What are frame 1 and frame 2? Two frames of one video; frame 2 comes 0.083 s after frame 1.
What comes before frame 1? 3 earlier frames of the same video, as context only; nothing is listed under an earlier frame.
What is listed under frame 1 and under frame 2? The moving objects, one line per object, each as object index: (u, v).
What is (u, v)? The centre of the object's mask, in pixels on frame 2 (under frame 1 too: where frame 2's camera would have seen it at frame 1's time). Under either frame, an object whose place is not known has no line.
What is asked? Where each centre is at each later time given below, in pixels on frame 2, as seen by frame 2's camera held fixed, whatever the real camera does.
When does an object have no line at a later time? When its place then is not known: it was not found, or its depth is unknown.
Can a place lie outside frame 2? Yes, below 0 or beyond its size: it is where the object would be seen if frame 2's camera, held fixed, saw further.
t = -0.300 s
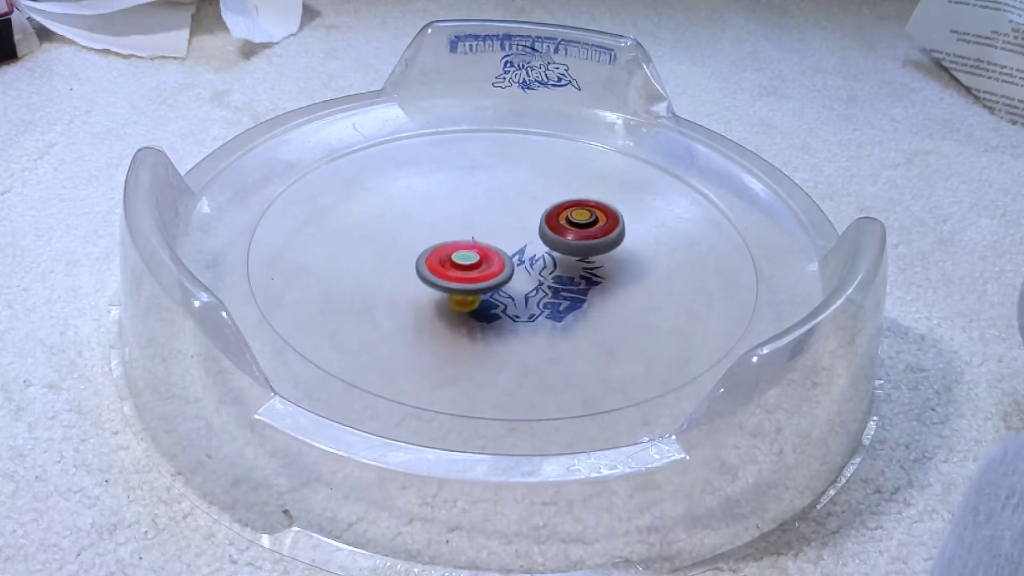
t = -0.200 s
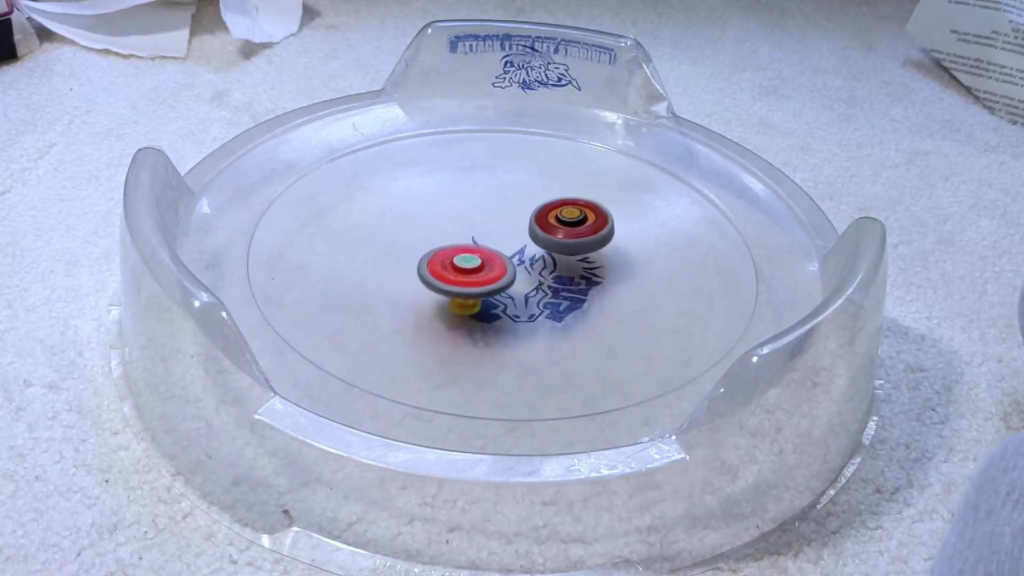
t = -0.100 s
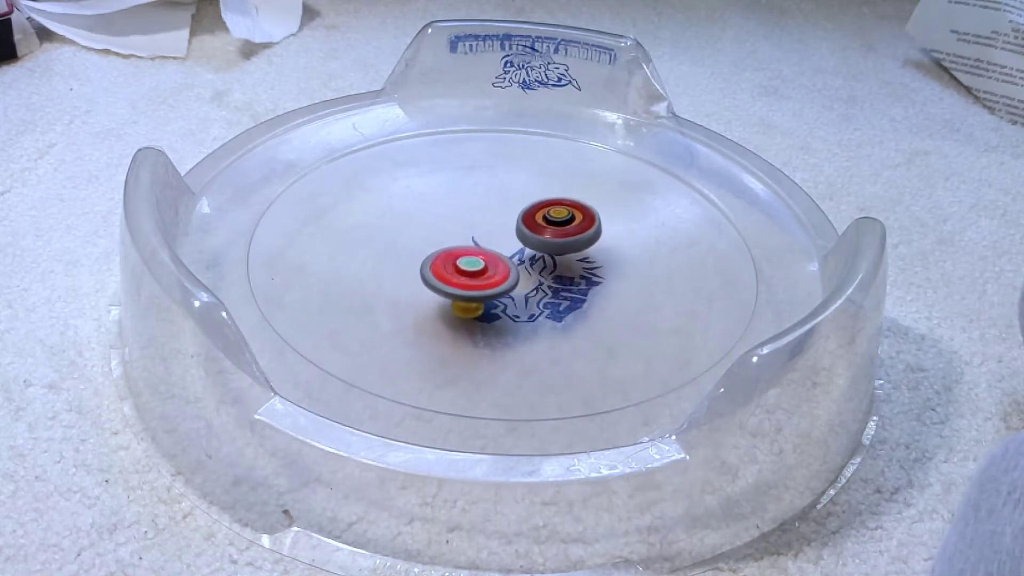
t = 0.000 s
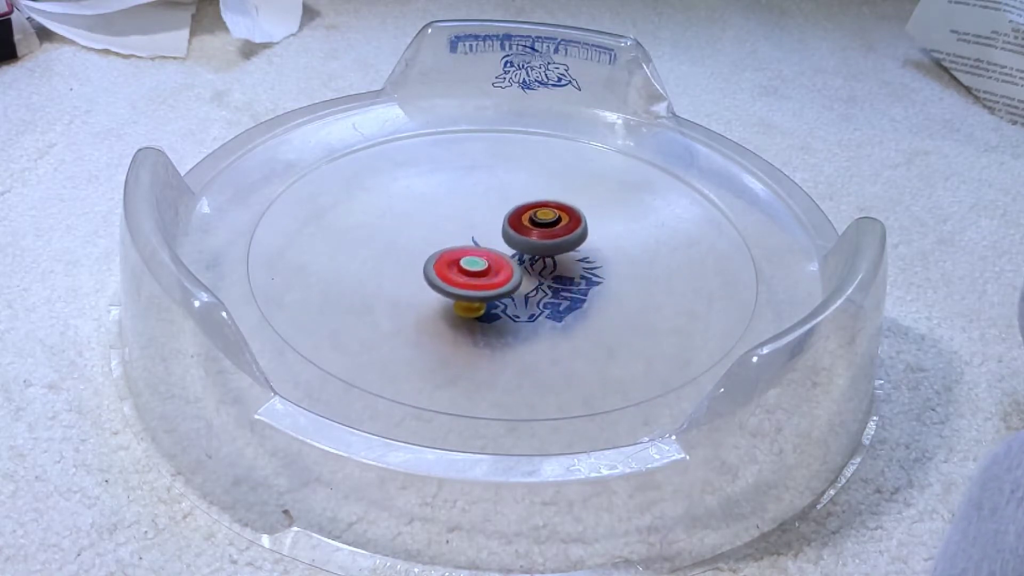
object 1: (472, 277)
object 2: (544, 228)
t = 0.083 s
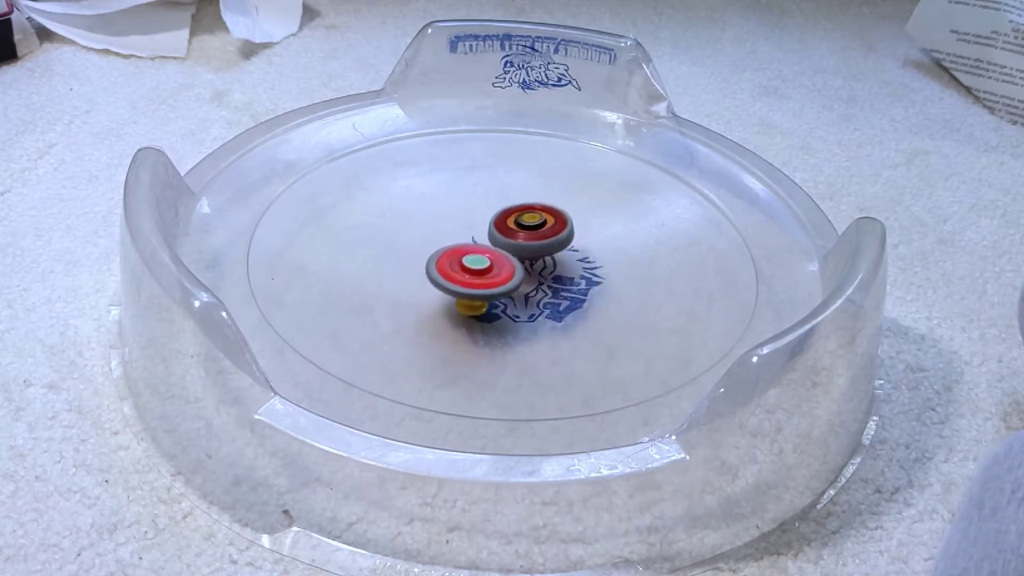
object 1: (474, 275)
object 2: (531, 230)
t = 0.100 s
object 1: (475, 274)
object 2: (529, 231)
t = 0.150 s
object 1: (475, 274)
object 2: (523, 231)
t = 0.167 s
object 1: (473, 275)
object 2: (521, 230)
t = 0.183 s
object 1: (472, 276)
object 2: (521, 230)
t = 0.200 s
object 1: (471, 277)
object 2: (519, 230)
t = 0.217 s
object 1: (471, 277)
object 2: (517, 231)
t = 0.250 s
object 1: (472, 278)
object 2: (513, 231)
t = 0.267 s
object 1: (473, 278)
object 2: (511, 232)
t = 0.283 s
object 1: (473, 278)
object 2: (509, 232)
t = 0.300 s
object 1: (472, 280)
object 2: (508, 231)
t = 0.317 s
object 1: (469, 285)
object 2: (507, 229)
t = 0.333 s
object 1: (467, 289)
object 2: (508, 226)
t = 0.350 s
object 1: (466, 292)
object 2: (508, 225)
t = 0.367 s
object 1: (466, 294)
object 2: (507, 224)
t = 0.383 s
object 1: (467, 295)
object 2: (505, 224)
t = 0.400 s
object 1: (468, 296)
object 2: (503, 224)
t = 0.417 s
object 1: (470, 297)
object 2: (501, 224)
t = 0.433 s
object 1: (471, 298)
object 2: (498, 224)
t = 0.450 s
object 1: (472, 299)
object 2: (496, 224)
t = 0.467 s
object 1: (473, 300)
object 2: (494, 224)
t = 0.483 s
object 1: (474, 300)
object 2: (492, 225)
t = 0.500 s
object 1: (475, 301)
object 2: (490, 225)
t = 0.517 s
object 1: (477, 301)
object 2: (488, 226)
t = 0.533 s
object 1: (478, 302)
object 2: (486, 226)
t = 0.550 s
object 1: (479, 302)
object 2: (483, 226)
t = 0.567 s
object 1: (480, 302)
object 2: (481, 226)
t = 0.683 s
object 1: (487, 299)
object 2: (466, 230)
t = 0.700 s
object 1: (488, 298)
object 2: (464, 231)
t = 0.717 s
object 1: (489, 298)
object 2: (463, 232)
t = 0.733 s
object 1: (489, 297)
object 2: (461, 233)
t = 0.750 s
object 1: (490, 296)
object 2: (460, 234)
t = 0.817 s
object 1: (492, 291)
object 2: (455, 237)
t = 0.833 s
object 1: (493, 290)
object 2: (454, 237)
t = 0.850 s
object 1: (493, 289)
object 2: (452, 238)
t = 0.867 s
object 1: (493, 287)
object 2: (451, 238)
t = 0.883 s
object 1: (497, 291)
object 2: (448, 237)
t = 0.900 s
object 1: (503, 293)
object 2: (445, 234)
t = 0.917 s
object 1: (507, 295)
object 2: (443, 231)
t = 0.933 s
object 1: (511, 295)
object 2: (441, 230)
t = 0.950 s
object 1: (514, 295)
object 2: (440, 230)
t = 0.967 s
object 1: (517, 295)
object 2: (438, 230)
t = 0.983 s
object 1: (519, 294)
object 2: (436, 231)
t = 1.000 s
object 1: (522, 294)
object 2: (435, 231)
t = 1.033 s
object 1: (526, 291)
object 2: (433, 232)
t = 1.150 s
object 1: (536, 284)
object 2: (427, 238)
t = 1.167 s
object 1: (537, 282)
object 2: (427, 239)
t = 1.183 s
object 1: (538, 281)
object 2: (426, 240)
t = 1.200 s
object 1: (539, 280)
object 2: (426, 241)
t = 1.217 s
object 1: (539, 279)
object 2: (426, 242)
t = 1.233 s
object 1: (540, 277)
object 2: (426, 243)
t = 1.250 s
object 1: (541, 275)
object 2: (426, 244)
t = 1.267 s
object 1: (541, 274)
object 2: (426, 244)
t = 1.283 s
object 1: (541, 272)
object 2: (426, 245)
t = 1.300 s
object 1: (541, 271)
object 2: (426, 246)
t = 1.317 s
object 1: (541, 268)
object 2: (426, 247)
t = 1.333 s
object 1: (541, 267)
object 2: (427, 248)
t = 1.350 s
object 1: (541, 265)
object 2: (427, 249)
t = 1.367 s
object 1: (540, 263)
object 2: (428, 249)
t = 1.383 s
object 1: (540, 261)
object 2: (428, 250)
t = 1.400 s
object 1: (539, 259)
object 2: (429, 251)
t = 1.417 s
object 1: (538, 258)
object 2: (430, 252)
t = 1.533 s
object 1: (527, 246)
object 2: (438, 258)
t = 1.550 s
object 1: (526, 244)
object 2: (439, 259)
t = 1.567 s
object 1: (525, 243)
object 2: (439, 260)
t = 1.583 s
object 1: (527, 240)
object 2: (438, 261)
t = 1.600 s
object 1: (528, 239)
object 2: (437, 262)
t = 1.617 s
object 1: (528, 237)
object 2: (438, 263)
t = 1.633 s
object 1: (527, 235)
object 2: (439, 264)
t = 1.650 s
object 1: (526, 233)
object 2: (440, 265)
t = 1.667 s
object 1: (525, 232)
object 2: (441, 266)
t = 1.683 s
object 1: (524, 231)
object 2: (442, 267)
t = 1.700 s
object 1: (523, 229)
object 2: (444, 268)
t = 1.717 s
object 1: (522, 228)
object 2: (445, 268)
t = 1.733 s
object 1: (521, 227)
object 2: (447, 269)
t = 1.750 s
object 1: (519, 226)
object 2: (448, 270)
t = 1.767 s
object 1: (518, 224)
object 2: (450, 271)
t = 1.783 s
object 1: (516, 224)
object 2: (452, 272)
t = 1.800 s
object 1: (515, 223)
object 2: (454, 272)
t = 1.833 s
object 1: (512, 221)
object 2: (458, 274)
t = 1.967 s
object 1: (501, 218)
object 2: (474, 277)
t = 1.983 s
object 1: (499, 218)
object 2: (476, 277)
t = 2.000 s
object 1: (498, 217)
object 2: (478, 277)
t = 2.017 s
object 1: (497, 217)
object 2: (480, 277)
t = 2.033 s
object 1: (495, 218)
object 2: (483, 277)
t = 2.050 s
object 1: (494, 218)
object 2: (485, 278)
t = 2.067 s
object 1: (493, 219)
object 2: (487, 278)
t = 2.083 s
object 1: (491, 219)
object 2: (489, 278)
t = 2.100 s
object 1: (490, 219)
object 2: (492, 280)
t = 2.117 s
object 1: (489, 218)
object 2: (494, 282)
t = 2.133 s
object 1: (488, 218)
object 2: (496, 284)
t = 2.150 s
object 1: (486, 218)
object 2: (499, 284)
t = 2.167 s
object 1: (485, 218)
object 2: (501, 285)
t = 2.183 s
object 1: (483, 219)
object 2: (503, 285)
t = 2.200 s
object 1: (482, 220)
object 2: (506, 285)
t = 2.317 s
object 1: (472, 224)
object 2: (521, 286)
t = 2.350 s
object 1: (471, 226)
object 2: (525, 286)
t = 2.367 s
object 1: (470, 228)
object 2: (527, 285)
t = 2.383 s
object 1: (469, 229)
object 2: (528, 285)
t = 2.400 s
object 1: (469, 231)
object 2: (530, 285)
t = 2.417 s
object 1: (470, 232)
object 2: (532, 285)
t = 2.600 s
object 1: (474, 246)
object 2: (552, 284)
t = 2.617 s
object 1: (473, 246)
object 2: (555, 284)
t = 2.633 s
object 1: (473, 247)
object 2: (557, 284)
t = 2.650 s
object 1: (473, 248)
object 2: (559, 283)
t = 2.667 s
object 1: (474, 249)
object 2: (560, 283)
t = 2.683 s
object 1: (474, 250)
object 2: (562, 283)
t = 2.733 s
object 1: (476, 252)
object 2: (565, 282)
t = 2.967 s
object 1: (482, 260)
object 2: (574, 277)
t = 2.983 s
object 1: (481, 260)
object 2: (576, 277)
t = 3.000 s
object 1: (480, 260)
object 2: (577, 277)
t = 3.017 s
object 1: (480, 260)
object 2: (578, 276)
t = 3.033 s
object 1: (480, 261)
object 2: (578, 276)
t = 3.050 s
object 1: (480, 261)
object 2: (578, 276)
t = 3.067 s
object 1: (480, 261)
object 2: (579, 275)
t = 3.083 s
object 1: (481, 261)
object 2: (579, 275)
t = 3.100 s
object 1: (481, 261)
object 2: (579, 275)
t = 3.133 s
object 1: (482, 261)
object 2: (578, 274)
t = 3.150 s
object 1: (482, 261)
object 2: (578, 273)
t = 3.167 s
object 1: (482, 261)
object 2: (578, 273)
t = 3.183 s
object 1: (483, 261)
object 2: (578, 272)
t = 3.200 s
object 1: (483, 262)
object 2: (578, 272)
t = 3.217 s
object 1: (482, 261)
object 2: (579, 271)
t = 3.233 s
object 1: (480, 261)
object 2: (580, 271)
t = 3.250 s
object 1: (479, 261)
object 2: (580, 271)
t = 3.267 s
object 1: (478, 261)
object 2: (580, 270)
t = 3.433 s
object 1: (476, 260)
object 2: (572, 265)
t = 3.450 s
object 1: (476, 260)
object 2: (571, 265)
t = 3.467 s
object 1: (476, 260)
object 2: (570, 264)
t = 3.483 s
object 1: (474, 260)
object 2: (571, 264)
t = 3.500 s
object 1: (469, 260)
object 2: (574, 263)
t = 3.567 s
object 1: (463, 259)
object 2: (572, 262)
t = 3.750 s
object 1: (461, 258)
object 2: (556, 256)
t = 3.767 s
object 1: (461, 258)
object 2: (554, 255)
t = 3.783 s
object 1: (461, 257)
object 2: (553, 255)
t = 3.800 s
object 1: (459, 257)
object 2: (552, 254)
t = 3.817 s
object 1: (458, 257)
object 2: (551, 254)
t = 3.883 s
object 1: (452, 257)
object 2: (549, 252)
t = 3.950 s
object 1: (450, 257)
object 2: (544, 250)
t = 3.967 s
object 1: (450, 256)
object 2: (543, 250)
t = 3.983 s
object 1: (450, 256)
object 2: (541, 249)
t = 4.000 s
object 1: (449, 256)
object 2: (540, 249)
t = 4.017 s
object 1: (448, 256)
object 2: (539, 248)
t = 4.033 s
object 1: (441, 255)
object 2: (545, 247)
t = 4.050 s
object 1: (436, 256)
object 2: (549, 246)
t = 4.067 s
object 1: (433, 257)
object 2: (551, 245)
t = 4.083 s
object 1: (432, 257)
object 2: (551, 245)
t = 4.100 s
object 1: (430, 258)
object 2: (551, 244)
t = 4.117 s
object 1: (429, 258)
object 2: (550, 244)
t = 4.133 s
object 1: (428, 258)
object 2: (548, 243)
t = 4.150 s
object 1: (427, 258)
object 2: (547, 242)
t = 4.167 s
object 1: (426, 258)
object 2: (546, 242)
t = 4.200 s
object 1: (426, 258)
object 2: (543, 241)
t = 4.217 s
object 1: (426, 259)
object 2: (542, 240)
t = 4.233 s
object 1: (425, 258)
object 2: (540, 240)
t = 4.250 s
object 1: (425, 258)
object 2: (539, 239)
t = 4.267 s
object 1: (425, 258)
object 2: (537, 239)
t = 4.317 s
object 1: (426, 258)
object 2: (533, 238)
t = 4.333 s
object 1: (427, 258)
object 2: (531, 237)
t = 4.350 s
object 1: (428, 258)
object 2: (530, 237)
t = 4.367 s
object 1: (429, 258)
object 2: (528, 236)
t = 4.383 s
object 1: (430, 258)
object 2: (526, 236)
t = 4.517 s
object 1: (439, 260)
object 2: (518, 234)
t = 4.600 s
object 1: (442, 264)
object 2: (520, 232)
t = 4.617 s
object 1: (443, 264)
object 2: (519, 232)
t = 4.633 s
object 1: (445, 265)
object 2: (519, 232)
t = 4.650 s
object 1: (446, 265)
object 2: (518, 231)
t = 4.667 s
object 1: (448, 265)
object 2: (517, 231)
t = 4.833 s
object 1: (462, 268)
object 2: (511, 227)
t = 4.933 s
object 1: (471, 271)
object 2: (507, 225)
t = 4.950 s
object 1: (473, 271)
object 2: (506, 224)
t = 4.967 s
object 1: (474, 271)
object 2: (506, 224)
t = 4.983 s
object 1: (476, 272)
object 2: (505, 224)
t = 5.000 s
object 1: (477, 273)
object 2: (504, 223)
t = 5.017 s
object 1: (478, 276)
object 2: (504, 223)
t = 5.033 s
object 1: (479, 277)
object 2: (504, 223)
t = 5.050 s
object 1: (482, 279)
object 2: (503, 223)
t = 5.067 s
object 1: (483, 279)
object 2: (502, 222)
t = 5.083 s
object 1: (485, 280)
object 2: (501, 222)
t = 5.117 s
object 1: (489, 281)
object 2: (500, 222)
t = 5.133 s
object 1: (490, 282)
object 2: (499, 222)
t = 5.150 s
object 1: (492, 283)
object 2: (498, 222)
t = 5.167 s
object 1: (494, 283)
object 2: (498, 222)
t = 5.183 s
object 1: (495, 284)
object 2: (497, 223)
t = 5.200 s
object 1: (496, 284)
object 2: (497, 223)
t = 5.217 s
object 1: (498, 284)
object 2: (496, 223)
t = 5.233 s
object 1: (499, 285)
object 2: (495, 223)
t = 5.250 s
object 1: (503, 285)
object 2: (495, 223)
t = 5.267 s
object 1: (504, 285)
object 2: (494, 223)
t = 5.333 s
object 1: (509, 286)
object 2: (491, 225)
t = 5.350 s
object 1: (512, 286)
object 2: (491, 225)
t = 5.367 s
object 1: (513, 286)
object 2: (490, 226)
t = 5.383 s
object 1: (515, 285)
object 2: (489, 226)
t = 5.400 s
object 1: (516, 285)
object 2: (489, 227)
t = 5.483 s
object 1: (522, 283)
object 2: (485, 229)
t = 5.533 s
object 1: (525, 282)
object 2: (482, 231)
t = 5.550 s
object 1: (525, 281)
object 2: (482, 231)
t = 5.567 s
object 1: (526, 281)
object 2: (481, 232)
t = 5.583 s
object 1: (526, 280)
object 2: (480, 232)
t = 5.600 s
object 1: (529, 281)
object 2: (479, 232)
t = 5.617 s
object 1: (535, 285)
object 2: (475, 230)
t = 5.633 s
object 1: (540, 289)
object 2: (471, 227)
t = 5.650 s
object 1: (544, 292)
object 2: (468, 225)
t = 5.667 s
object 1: (547, 293)
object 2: (466, 224)
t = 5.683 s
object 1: (551, 294)
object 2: (464, 224)
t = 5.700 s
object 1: (554, 294)
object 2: (463, 224)
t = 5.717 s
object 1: (556, 294)
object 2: (462, 225)
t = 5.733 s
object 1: (559, 294)
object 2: (461, 226)
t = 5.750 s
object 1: (561, 294)
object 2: (460, 227)
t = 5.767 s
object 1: (563, 294)
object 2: (459, 229)
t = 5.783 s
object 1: (566, 294)
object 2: (458, 230)
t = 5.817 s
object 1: (569, 293)
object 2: (457, 233)
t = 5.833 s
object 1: (571, 293)
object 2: (457, 234)
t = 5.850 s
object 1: (572, 293)
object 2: (456, 236)
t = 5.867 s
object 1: (574, 292)
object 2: (456, 237)
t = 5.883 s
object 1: (575, 292)
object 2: (456, 239)
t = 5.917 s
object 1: (577, 291)
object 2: (456, 241)
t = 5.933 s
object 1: (578, 290)
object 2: (456, 243)
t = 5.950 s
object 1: (579, 289)
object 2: (456, 244)
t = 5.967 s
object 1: (579, 288)
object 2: (457, 246)
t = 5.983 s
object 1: (579, 288)
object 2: (457, 247)
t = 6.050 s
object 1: (576, 284)
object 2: (459, 252)
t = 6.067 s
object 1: (575, 283)
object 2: (459, 253)
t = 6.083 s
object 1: (573, 282)
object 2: (460, 255)
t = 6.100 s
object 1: (572, 281)
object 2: (460, 256)
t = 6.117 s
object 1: (570, 280)
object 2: (461, 257)
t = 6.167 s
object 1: (564, 278)
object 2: (463, 261)
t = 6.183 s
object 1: (562, 277)
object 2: (464, 262)
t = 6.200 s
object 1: (560, 276)
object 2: (465, 263)
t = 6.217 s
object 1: (560, 276)
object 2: (463, 264)
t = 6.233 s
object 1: (563, 275)
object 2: (460, 264)
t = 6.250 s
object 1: (563, 274)
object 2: (459, 264)
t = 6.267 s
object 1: (563, 274)
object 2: (459, 265)
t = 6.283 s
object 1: (562, 271)
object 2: (459, 266)
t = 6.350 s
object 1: (557, 267)
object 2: (459, 269)
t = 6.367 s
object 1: (556, 266)
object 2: (459, 270)
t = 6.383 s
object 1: (554, 265)
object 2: (460, 271)
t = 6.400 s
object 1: (553, 264)
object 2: (459, 272)
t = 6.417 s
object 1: (556, 263)
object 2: (456, 272)
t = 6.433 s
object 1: (556, 261)
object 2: (454, 273)
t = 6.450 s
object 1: (556, 259)
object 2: (454, 274)
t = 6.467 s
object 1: (555, 258)
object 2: (454, 274)
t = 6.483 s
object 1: (555, 257)
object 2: (454, 275)
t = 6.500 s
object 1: (554, 256)
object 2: (454, 276)
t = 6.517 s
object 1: (553, 255)
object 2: (454, 277)
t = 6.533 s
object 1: (552, 254)
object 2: (454, 277)
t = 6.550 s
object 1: (551, 253)
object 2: (455, 278)
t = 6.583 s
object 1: (549, 251)
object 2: (455, 279)
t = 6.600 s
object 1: (548, 250)
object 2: (456, 280)
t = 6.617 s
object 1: (547, 249)
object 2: (456, 281)
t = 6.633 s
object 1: (546, 248)
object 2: (457, 281)
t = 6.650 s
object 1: (544, 248)
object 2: (457, 282)
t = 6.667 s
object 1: (543, 247)
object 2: (458, 282)
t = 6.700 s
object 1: (540, 245)
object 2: (460, 284)
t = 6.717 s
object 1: (538, 244)
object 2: (460, 284)
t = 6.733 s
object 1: (536, 243)
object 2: (461, 285)
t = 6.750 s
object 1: (534, 243)
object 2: (462, 285)
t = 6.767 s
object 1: (533, 242)
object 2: (463, 285)
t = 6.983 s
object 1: (508, 233)
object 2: (475, 284)
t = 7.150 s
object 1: (497, 224)
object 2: (478, 288)
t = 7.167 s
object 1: (496, 223)
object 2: (479, 287)
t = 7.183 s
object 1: (495, 223)
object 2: (480, 288)
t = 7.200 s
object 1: (494, 222)
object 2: (481, 287)
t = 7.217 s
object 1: (493, 222)
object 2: (482, 287)
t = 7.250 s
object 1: (491, 221)
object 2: (484, 287)
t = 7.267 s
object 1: (490, 221)
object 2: (485, 287)
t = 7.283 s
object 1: (489, 220)
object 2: (486, 286)
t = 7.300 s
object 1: (488, 220)
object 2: (487, 286)
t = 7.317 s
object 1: (488, 220)
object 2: (488, 286)
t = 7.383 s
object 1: (485, 220)
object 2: (492, 284)
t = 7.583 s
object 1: (473, 222)
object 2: (503, 279)
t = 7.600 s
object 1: (472, 222)
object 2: (504, 279)
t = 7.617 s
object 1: (471, 223)
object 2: (506, 278)
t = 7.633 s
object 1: (469, 222)
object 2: (508, 280)
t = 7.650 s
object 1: (468, 222)
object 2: (510, 281)
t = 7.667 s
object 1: (466, 223)
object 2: (511, 281)
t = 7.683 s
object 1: (465, 223)
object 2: (512, 281)
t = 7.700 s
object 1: (465, 224)
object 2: (514, 281)
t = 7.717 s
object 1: (464, 224)
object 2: (515, 280)
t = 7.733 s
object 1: (464, 225)
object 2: (516, 280)
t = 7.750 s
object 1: (463, 225)
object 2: (518, 279)
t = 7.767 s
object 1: (463, 226)
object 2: (519, 279)
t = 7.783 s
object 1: (463, 226)
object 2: (520, 278)
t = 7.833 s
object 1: (463, 229)
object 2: (523, 277)
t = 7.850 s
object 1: (463, 230)
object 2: (524, 276)
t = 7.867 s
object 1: (463, 230)
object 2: (526, 276)
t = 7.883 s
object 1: (462, 230)
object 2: (529, 277)
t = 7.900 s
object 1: (462, 230)
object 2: (532, 277)
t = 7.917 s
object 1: (461, 230)
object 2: (534, 277)
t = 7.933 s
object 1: (461, 231)
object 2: (534, 276)
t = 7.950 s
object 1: (461, 231)
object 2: (535, 276)
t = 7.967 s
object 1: (461, 232)
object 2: (536, 276)
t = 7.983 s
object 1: (461, 233)
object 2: (538, 275)
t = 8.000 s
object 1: (461, 233)
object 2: (539, 275)
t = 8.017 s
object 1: (462, 234)
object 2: (540, 274)
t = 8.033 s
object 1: (463, 235)
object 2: (541, 274)
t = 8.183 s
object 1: (468, 239)
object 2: (550, 270)
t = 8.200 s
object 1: (468, 239)
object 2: (550, 270)
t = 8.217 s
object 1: (469, 239)
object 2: (551, 269)
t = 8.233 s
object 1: (469, 239)
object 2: (554, 269)
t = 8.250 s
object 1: (466, 239)
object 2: (558, 270)
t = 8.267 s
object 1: (464, 239)
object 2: (561, 270)
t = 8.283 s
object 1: (464, 239)
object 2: (562, 269)
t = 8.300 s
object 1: (463, 239)
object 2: (562, 269)
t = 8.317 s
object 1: (463, 239)
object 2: (563, 269)
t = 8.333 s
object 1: (463, 240)
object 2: (564, 268)
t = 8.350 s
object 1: (463, 240)
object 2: (564, 268)
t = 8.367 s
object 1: (463, 240)
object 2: (565, 268)
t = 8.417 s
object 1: (464, 241)
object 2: (566, 266)
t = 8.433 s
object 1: (465, 241)
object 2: (567, 266)
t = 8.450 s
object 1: (465, 241)
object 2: (567, 266)
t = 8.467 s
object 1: (466, 241)
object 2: (567, 265)
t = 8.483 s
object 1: (466, 242)
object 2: (567, 265)
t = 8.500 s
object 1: (467, 242)
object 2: (567, 265)
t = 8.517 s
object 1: (468, 243)
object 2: (567, 264)
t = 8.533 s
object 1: (469, 243)
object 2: (568, 264)
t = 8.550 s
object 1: (470, 244)
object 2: (568, 264)
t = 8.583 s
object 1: (472, 245)
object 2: (567, 263)
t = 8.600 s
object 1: (473, 245)
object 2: (567, 263)
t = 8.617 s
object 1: (474, 245)
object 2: (567, 262)
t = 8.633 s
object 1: (476, 246)
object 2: (567, 262)
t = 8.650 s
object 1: (474, 245)
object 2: (569, 262)
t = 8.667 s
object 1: (471, 245)
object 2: (573, 262)
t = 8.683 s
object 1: (470, 245)
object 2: (575, 262)
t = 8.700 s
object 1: (469, 246)
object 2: (576, 262)
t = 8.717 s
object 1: (469, 246)
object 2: (576, 262)
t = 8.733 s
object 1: (469, 246)
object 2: (575, 262)
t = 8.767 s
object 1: (469, 246)
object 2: (575, 261)
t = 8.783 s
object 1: (469, 246)
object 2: (575, 261)
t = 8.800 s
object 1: (469, 246)
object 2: (575, 261)
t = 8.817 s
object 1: (469, 247)
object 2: (575, 261)
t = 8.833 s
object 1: (470, 247)
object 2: (574, 260)
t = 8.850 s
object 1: (470, 247)
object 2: (574, 260)
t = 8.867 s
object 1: (470, 248)
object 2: (573, 260)
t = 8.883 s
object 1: (471, 248)
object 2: (572, 259)
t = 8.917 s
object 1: (472, 248)
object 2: (570, 259)
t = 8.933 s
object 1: (472, 248)
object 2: (569, 259)
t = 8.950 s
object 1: (473, 248)
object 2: (568, 258)
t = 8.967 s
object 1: (474, 248)
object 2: (567, 258)
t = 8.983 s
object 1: (469, 248)
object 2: (570, 258)
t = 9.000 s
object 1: (466, 247)
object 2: (573, 258)
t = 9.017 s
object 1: (464, 248)
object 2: (574, 259)
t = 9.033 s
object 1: (463, 248)
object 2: (574, 258)
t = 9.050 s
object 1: (461, 248)
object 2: (573, 259)
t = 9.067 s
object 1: (461, 248)
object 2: (572, 258)
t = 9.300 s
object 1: (461, 249)
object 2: (554, 257)
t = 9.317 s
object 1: (460, 249)
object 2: (554, 257)
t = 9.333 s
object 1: (460, 249)
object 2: (553, 257)
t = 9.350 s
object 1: (458, 249)
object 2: (553, 257)
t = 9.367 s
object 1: (457, 249)
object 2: (552, 257)
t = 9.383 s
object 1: (456, 249)
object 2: (551, 257)
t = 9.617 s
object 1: (445, 248)
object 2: (538, 256)
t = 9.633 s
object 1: (443, 248)
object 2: (538, 256)
